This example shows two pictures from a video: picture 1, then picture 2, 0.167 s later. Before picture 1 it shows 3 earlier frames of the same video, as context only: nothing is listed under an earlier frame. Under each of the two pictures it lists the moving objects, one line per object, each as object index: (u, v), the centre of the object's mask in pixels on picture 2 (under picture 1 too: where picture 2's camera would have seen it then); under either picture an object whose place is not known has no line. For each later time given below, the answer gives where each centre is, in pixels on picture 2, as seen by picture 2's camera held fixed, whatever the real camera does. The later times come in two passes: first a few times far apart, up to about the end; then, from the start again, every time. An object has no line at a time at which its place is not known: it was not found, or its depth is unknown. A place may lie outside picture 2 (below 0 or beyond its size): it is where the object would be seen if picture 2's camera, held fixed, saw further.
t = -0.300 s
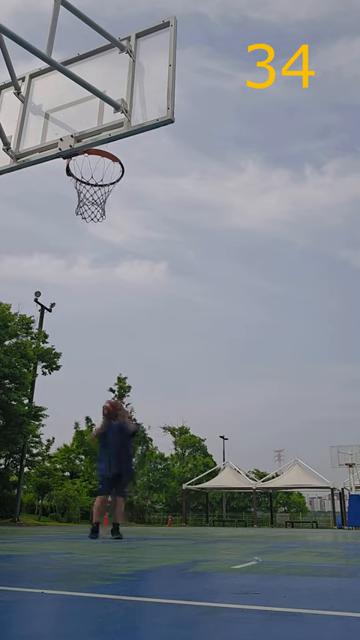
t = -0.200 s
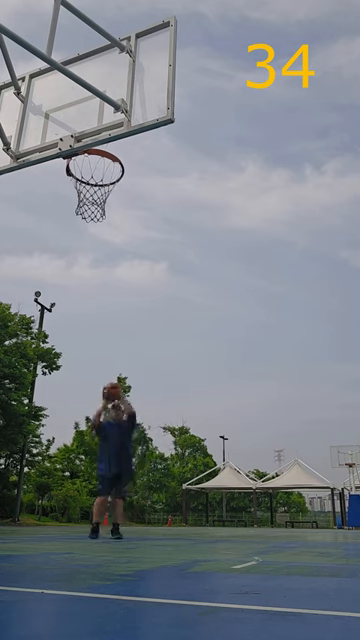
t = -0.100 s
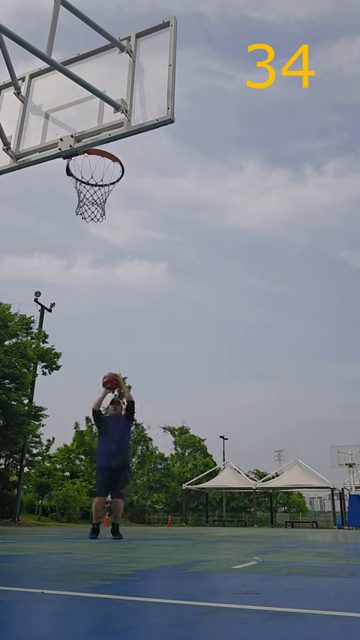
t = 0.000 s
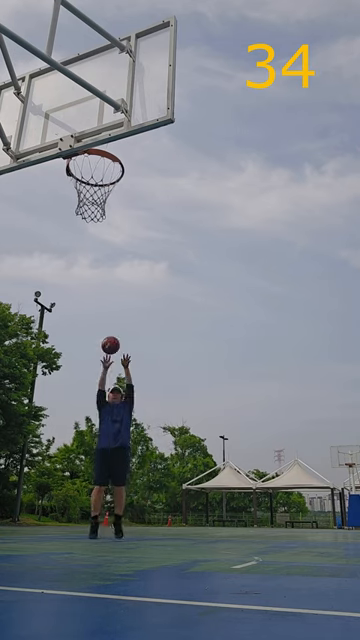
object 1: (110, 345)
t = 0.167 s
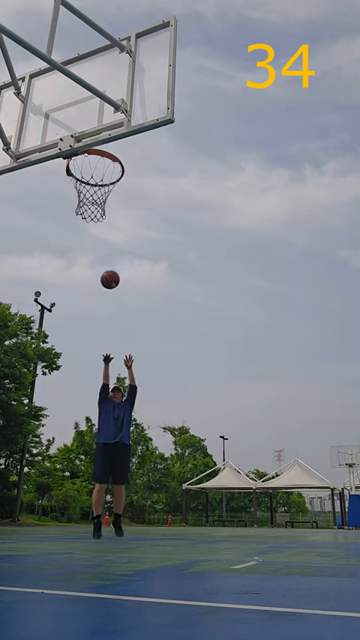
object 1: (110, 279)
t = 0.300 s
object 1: (108, 237)
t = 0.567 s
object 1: (101, 179)
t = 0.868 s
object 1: (84, 169)
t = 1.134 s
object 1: (96, 201)
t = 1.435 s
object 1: (108, 333)
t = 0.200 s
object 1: (110, 268)
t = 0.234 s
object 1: (109, 257)
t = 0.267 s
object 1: (109, 247)
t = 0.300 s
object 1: (108, 237)
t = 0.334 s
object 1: (108, 228)
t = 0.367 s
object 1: (107, 219)
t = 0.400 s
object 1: (107, 212)
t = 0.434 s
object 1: (110, 204)
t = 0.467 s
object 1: (105, 197)
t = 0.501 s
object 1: (104, 191)
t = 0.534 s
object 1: (103, 185)
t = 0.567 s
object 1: (101, 179)
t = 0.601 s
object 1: (100, 175)
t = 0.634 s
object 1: (99, 172)
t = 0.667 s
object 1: (97, 169)
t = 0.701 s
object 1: (95, 167)
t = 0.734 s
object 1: (93, 166)
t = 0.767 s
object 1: (91, 166)
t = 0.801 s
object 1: (89, 166)
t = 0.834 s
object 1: (87, 167)
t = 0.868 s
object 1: (84, 169)
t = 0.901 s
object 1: (84, 172)
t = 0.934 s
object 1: (85, 172)
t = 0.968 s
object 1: (87, 174)
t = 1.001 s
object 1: (89, 179)
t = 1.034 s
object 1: (91, 182)
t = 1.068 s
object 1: (93, 187)
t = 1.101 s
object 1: (95, 194)
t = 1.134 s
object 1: (96, 201)
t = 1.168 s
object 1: (98, 210)
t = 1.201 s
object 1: (100, 221)
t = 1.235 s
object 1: (101, 232)
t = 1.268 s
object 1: (102, 246)
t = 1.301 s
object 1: (104, 260)
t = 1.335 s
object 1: (105, 276)
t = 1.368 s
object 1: (106, 293)
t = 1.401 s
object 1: (107, 312)
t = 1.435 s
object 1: (108, 333)
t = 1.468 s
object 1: (109, 356)
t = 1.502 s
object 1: (110, 381)
